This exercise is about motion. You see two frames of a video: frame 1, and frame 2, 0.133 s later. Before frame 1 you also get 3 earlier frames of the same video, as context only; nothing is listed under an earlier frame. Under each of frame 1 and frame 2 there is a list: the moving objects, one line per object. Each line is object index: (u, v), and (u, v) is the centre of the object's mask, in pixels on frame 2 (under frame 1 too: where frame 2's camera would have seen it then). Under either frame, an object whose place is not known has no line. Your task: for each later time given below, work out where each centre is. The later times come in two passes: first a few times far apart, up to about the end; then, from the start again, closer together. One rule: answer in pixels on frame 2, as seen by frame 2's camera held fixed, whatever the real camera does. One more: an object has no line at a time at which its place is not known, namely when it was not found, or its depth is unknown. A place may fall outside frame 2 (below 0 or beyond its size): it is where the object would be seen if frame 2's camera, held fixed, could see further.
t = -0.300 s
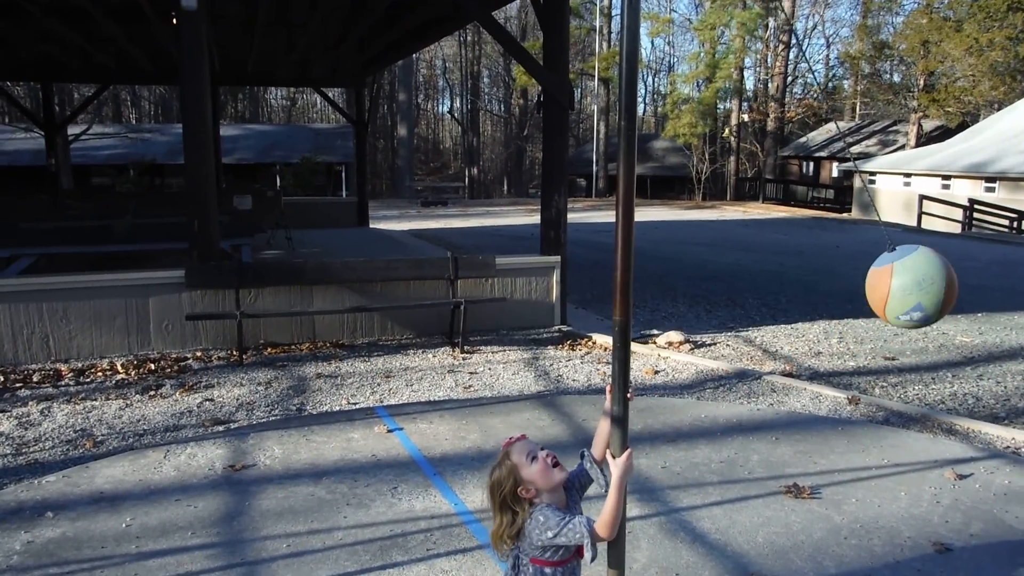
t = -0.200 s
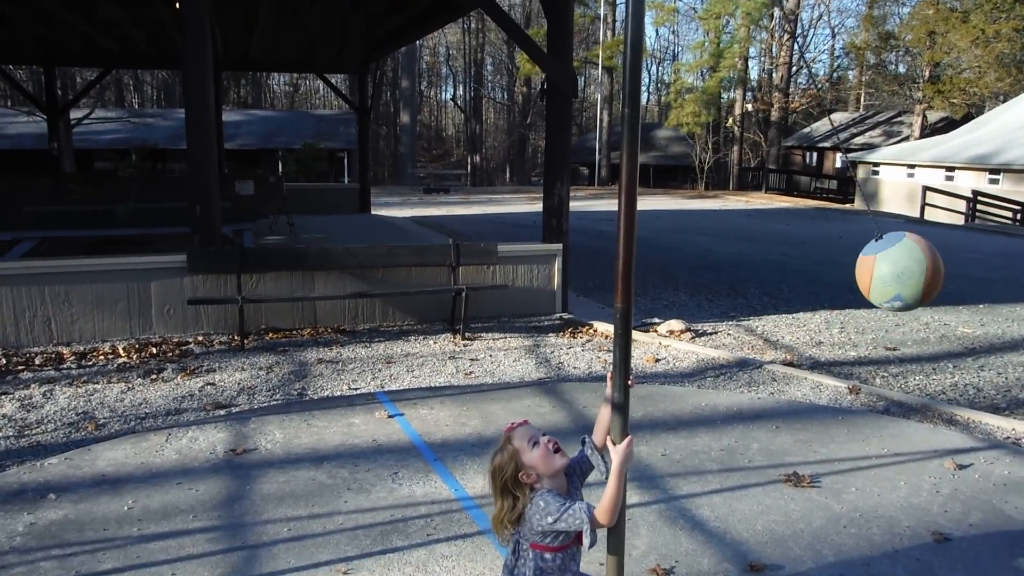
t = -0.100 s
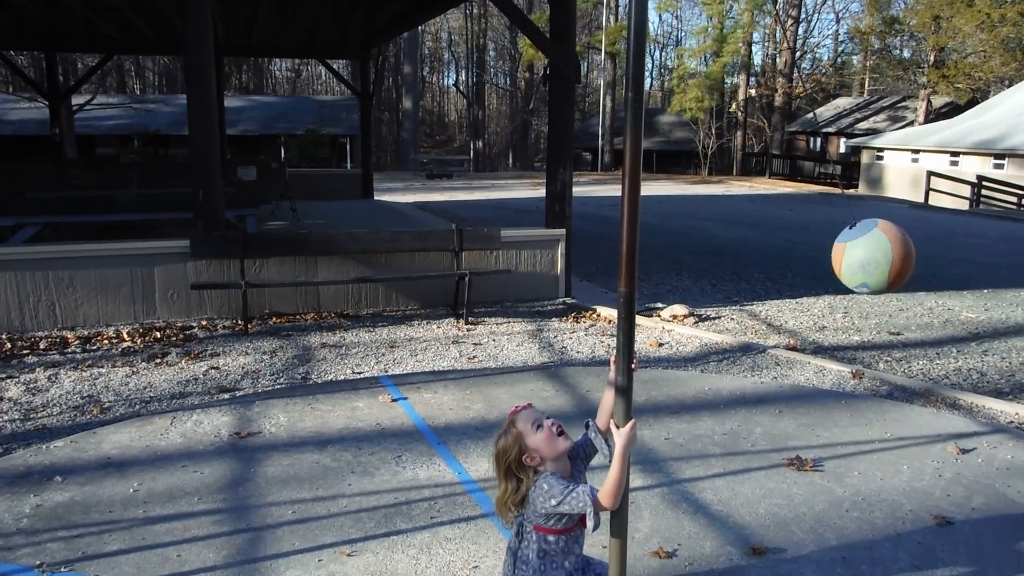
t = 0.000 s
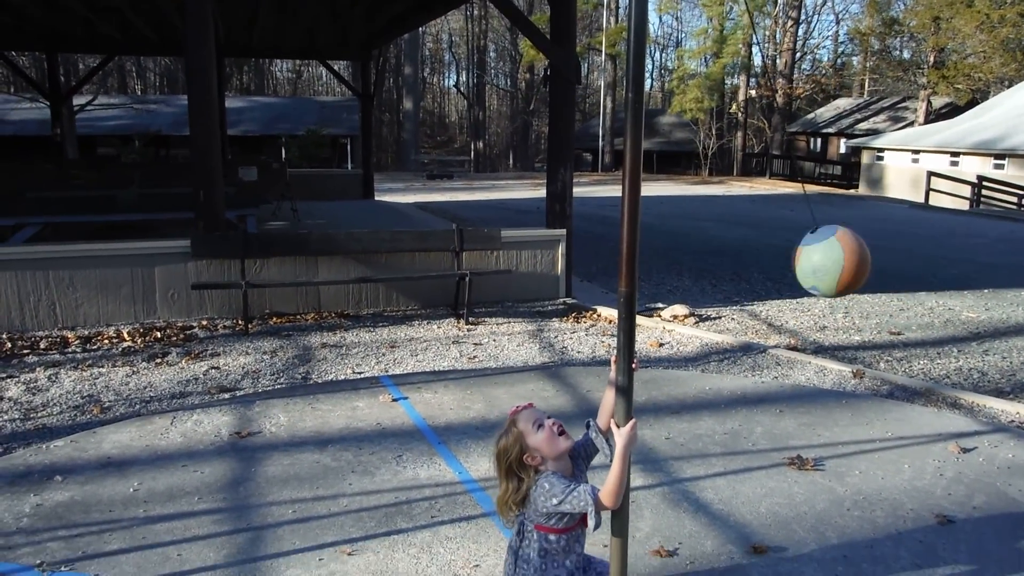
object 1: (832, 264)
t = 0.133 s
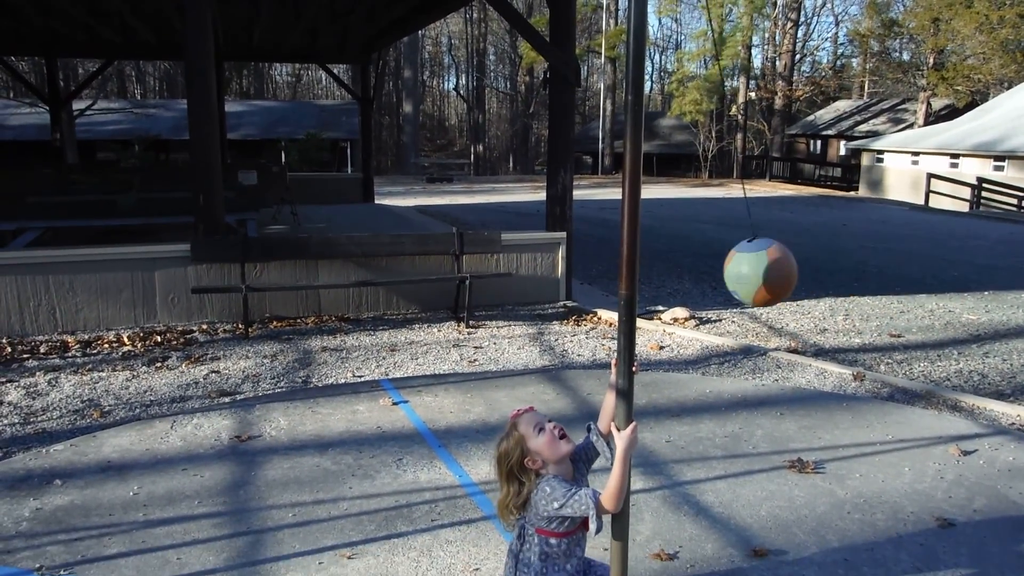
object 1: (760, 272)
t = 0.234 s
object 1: (702, 274)
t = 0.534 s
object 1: (520, 273)
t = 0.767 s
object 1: (404, 256)
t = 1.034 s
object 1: (336, 257)
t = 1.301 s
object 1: (376, 294)
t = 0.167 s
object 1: (741, 274)
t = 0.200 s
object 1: (722, 275)
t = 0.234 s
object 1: (702, 274)
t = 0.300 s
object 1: (665, 274)
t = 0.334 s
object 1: (644, 279)
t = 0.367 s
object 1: (616, 279)
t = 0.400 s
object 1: (594, 277)
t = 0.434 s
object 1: (579, 277)
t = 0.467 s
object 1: (559, 276)
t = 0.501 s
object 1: (539, 275)
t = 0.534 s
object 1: (520, 273)
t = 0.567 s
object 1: (500, 271)
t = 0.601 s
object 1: (482, 269)
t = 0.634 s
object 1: (465, 266)
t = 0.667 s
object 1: (448, 264)
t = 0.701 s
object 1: (432, 261)
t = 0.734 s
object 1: (418, 258)
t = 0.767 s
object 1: (404, 256)
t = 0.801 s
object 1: (391, 254)
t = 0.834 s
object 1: (380, 252)
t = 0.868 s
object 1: (369, 251)
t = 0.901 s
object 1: (359, 253)
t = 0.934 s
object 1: (351, 254)
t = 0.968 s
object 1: (345, 254)
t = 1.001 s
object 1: (340, 256)
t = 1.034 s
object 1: (336, 257)
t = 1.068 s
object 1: (335, 260)
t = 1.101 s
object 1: (335, 263)
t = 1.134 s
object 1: (337, 267)
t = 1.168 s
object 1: (340, 271)
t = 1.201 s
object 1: (346, 275)
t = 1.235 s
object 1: (354, 280)
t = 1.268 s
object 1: (364, 288)
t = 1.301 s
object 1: (376, 294)
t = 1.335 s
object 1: (391, 300)
